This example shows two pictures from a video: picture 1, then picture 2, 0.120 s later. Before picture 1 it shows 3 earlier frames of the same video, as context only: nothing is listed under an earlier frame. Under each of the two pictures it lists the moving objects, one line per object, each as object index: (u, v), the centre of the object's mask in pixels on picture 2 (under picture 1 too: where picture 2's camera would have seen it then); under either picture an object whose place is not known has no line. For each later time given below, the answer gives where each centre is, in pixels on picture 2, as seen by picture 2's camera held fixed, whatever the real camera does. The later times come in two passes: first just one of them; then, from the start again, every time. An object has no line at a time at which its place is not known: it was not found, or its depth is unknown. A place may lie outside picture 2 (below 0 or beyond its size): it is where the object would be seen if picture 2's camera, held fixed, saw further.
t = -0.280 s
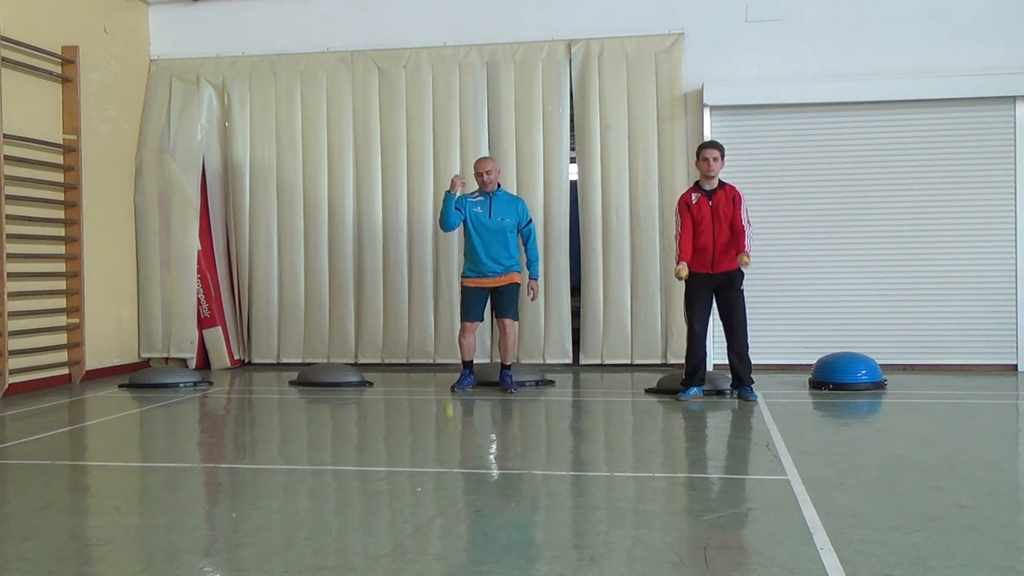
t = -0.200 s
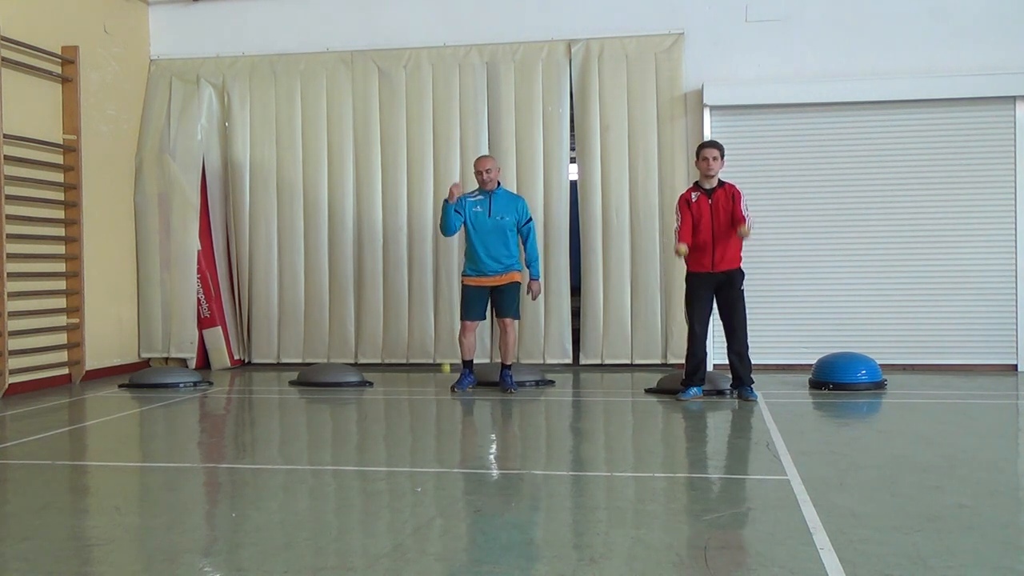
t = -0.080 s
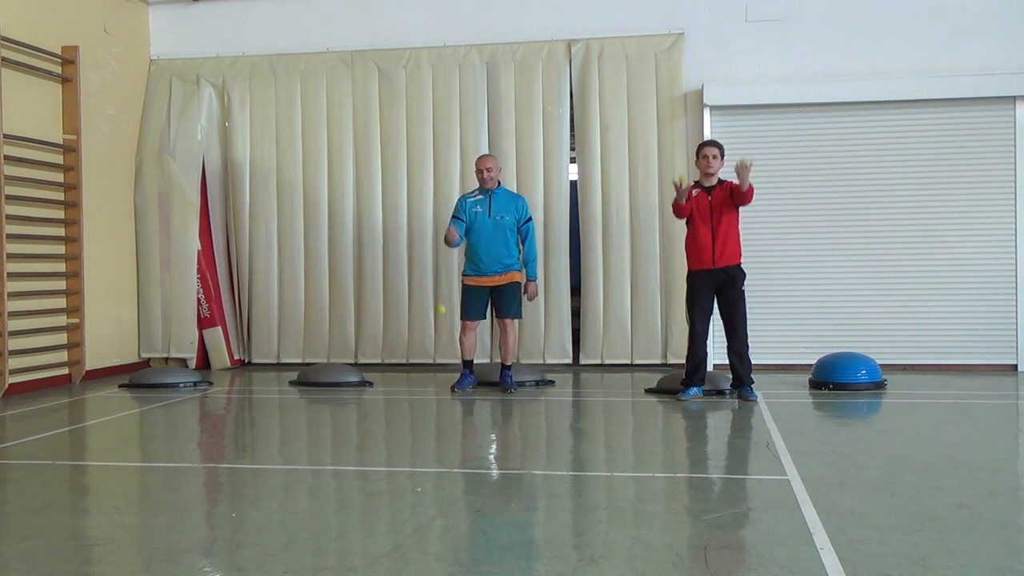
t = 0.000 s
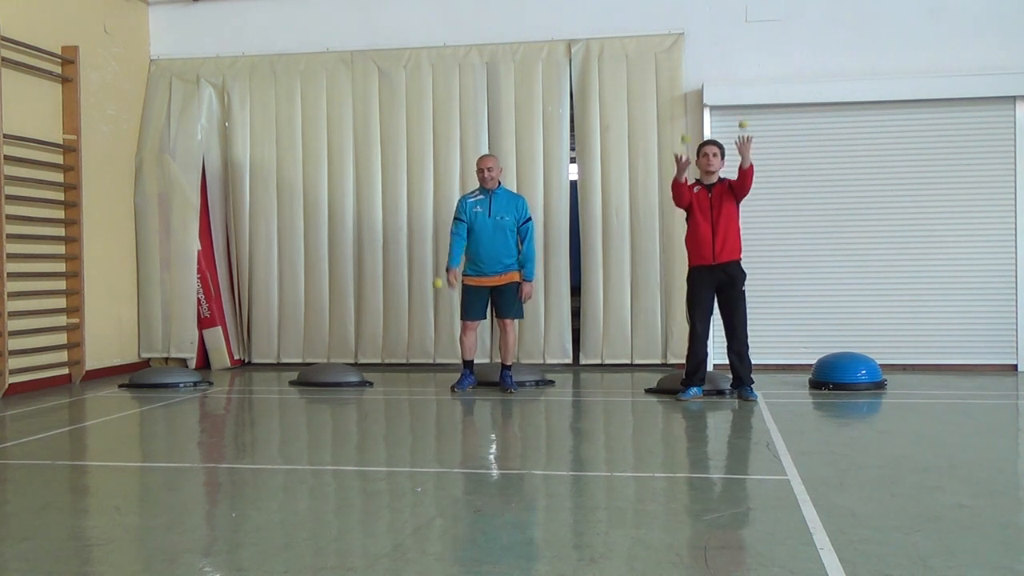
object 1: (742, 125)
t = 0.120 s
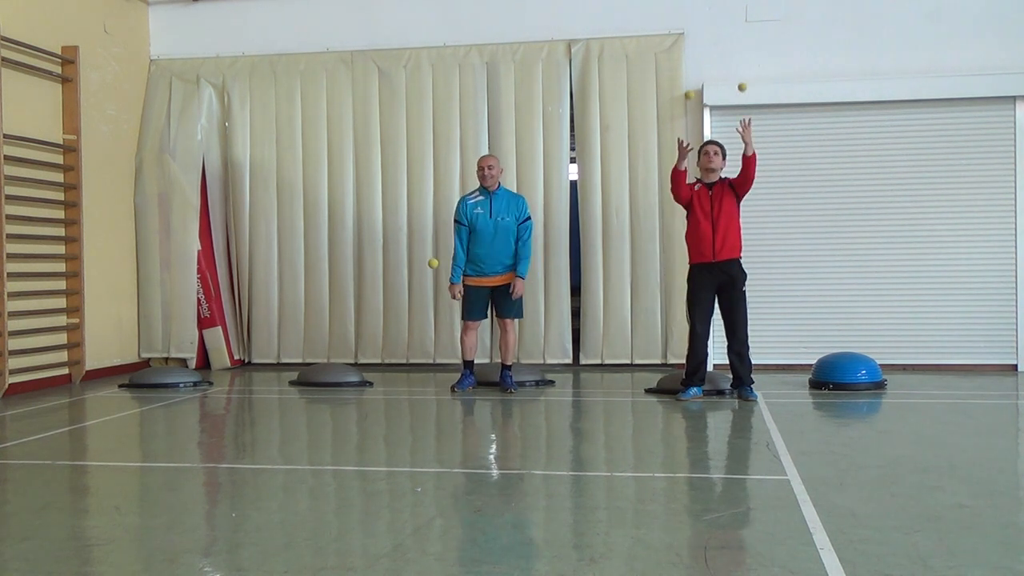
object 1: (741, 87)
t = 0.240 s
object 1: (741, 72)
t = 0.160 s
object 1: (742, 79)
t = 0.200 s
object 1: (741, 74)
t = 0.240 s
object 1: (741, 72)
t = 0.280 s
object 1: (741, 72)
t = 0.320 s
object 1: (741, 75)
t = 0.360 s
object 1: (741, 80)
